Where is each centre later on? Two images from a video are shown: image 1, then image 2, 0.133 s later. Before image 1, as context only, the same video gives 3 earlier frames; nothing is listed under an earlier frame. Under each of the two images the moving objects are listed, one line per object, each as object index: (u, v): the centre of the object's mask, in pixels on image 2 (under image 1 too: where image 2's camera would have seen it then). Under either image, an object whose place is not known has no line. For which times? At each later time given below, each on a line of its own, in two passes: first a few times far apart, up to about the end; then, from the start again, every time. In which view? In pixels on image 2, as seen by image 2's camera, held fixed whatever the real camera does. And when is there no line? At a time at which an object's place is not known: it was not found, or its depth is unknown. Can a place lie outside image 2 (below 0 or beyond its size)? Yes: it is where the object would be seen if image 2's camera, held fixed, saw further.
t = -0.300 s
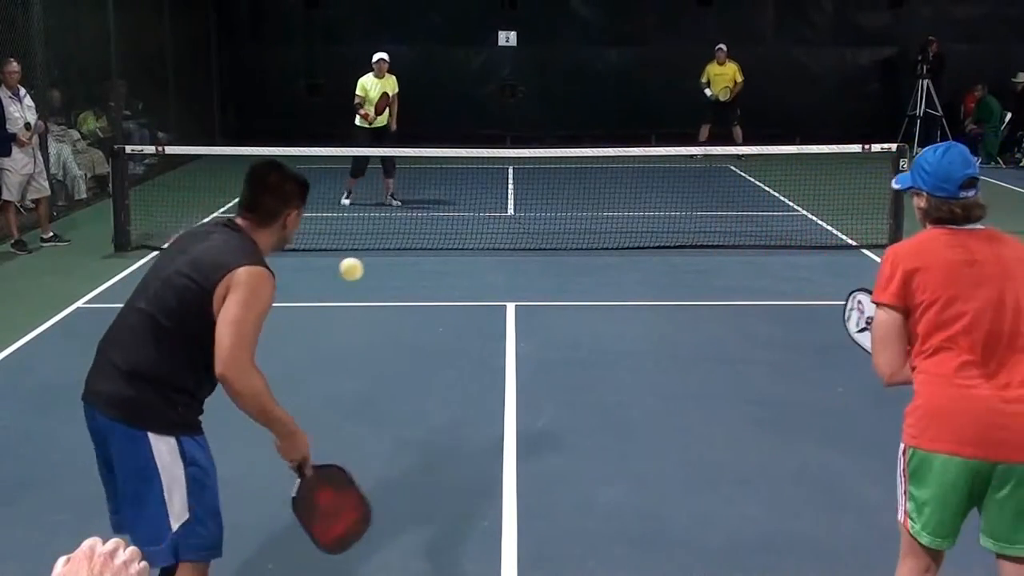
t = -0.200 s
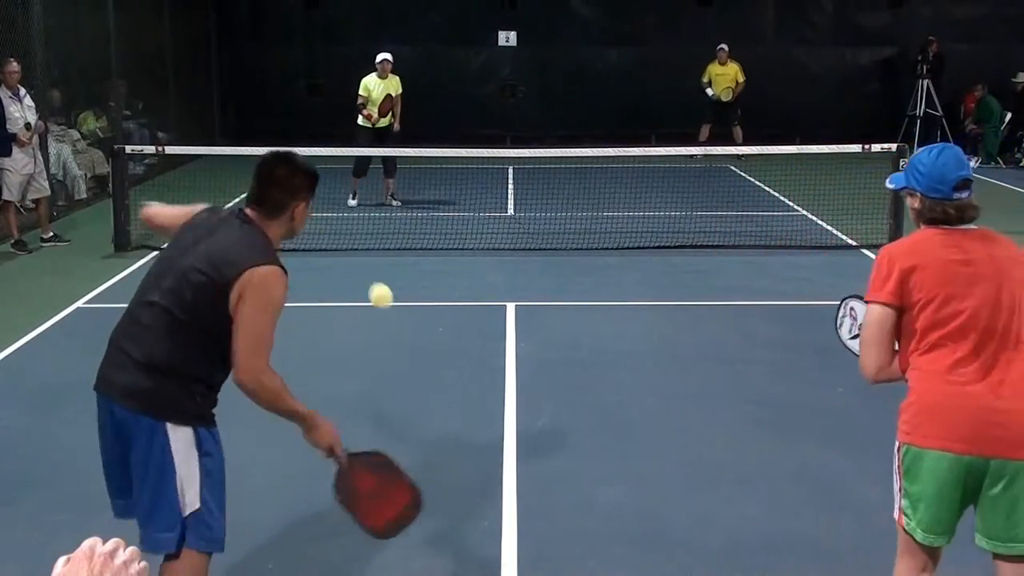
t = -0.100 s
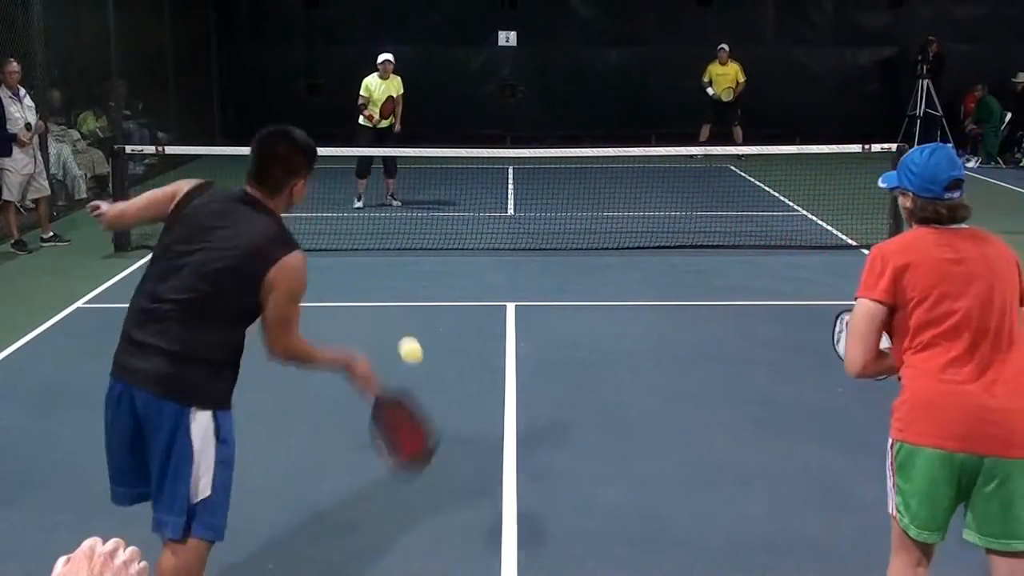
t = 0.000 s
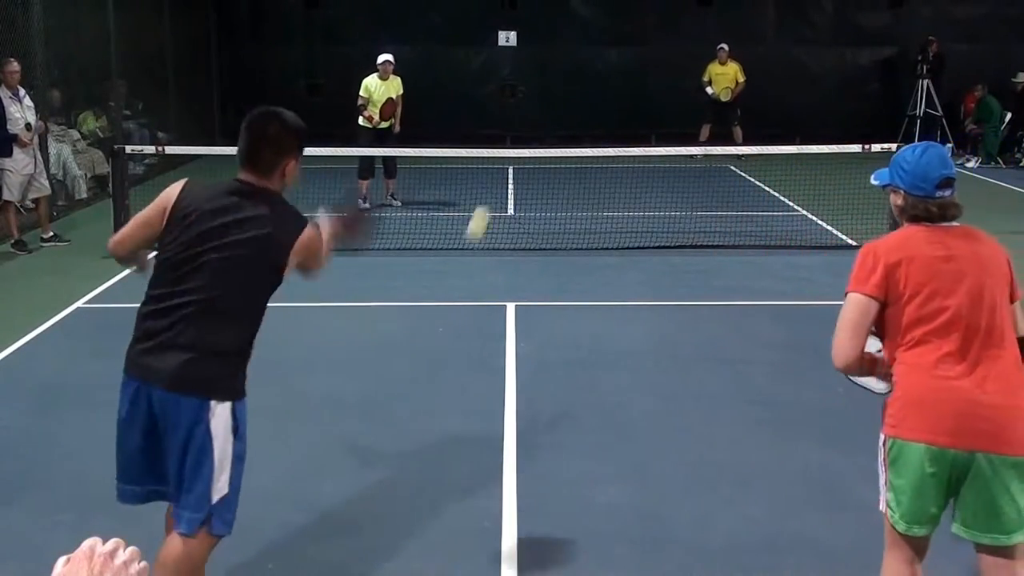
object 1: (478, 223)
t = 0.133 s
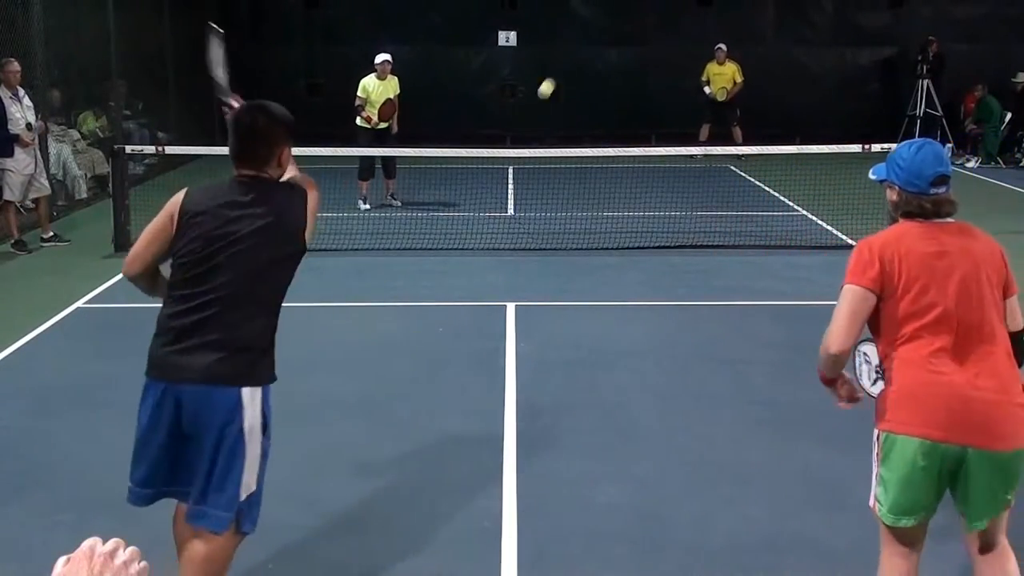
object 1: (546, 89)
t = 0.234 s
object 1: (579, 47)
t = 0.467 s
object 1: (631, 36)
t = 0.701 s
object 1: (664, 82)
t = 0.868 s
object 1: (681, 131)
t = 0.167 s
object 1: (558, 71)
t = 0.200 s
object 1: (569, 57)
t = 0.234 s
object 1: (579, 47)
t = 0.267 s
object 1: (588, 39)
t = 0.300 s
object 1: (597, 34)
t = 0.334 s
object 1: (604, 31)
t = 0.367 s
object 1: (611, 31)
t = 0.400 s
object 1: (618, 31)
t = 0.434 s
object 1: (625, 33)
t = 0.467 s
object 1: (631, 36)
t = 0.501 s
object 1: (636, 40)
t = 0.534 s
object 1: (641, 45)
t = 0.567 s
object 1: (646, 51)
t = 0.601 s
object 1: (651, 58)
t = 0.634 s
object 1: (655, 65)
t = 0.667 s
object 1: (659, 73)
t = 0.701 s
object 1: (664, 82)
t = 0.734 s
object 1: (667, 91)
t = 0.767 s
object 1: (671, 101)
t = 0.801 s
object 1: (675, 111)
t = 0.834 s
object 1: (678, 121)
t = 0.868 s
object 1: (681, 131)
